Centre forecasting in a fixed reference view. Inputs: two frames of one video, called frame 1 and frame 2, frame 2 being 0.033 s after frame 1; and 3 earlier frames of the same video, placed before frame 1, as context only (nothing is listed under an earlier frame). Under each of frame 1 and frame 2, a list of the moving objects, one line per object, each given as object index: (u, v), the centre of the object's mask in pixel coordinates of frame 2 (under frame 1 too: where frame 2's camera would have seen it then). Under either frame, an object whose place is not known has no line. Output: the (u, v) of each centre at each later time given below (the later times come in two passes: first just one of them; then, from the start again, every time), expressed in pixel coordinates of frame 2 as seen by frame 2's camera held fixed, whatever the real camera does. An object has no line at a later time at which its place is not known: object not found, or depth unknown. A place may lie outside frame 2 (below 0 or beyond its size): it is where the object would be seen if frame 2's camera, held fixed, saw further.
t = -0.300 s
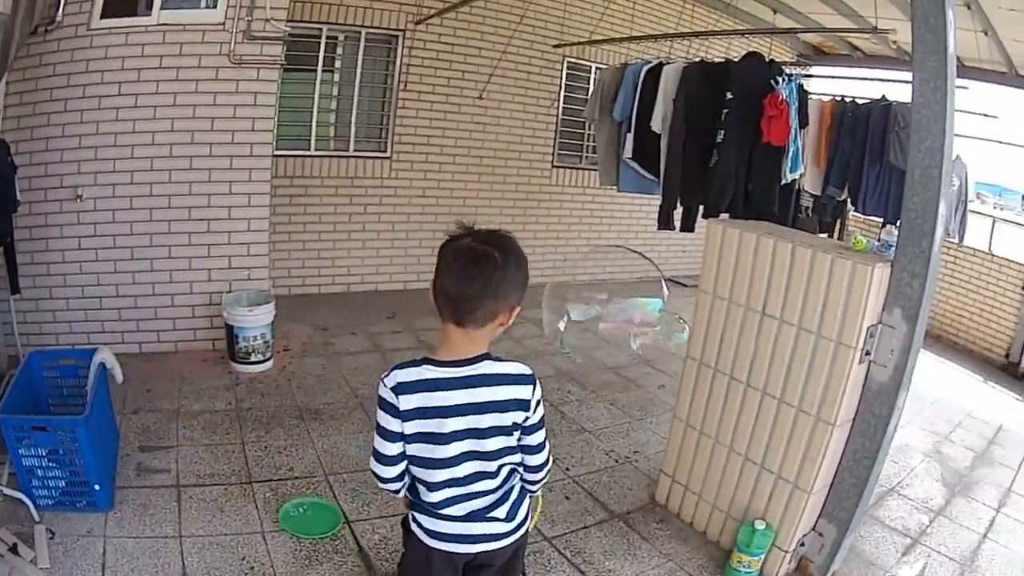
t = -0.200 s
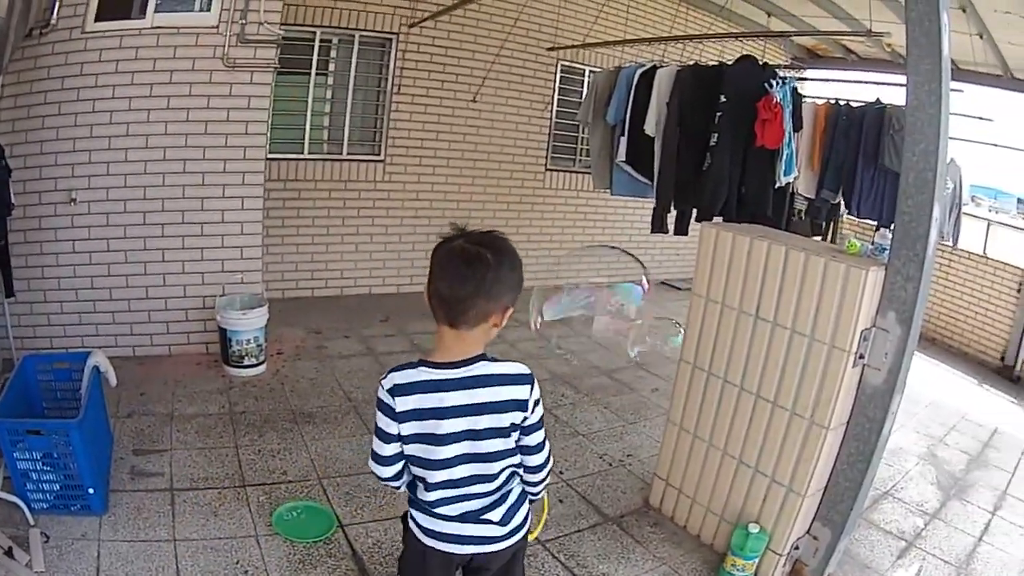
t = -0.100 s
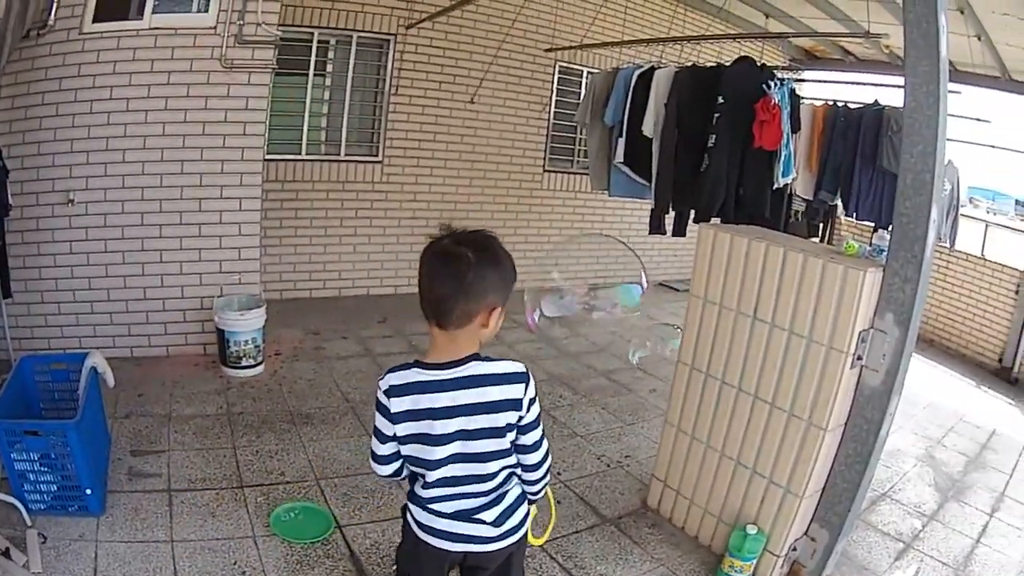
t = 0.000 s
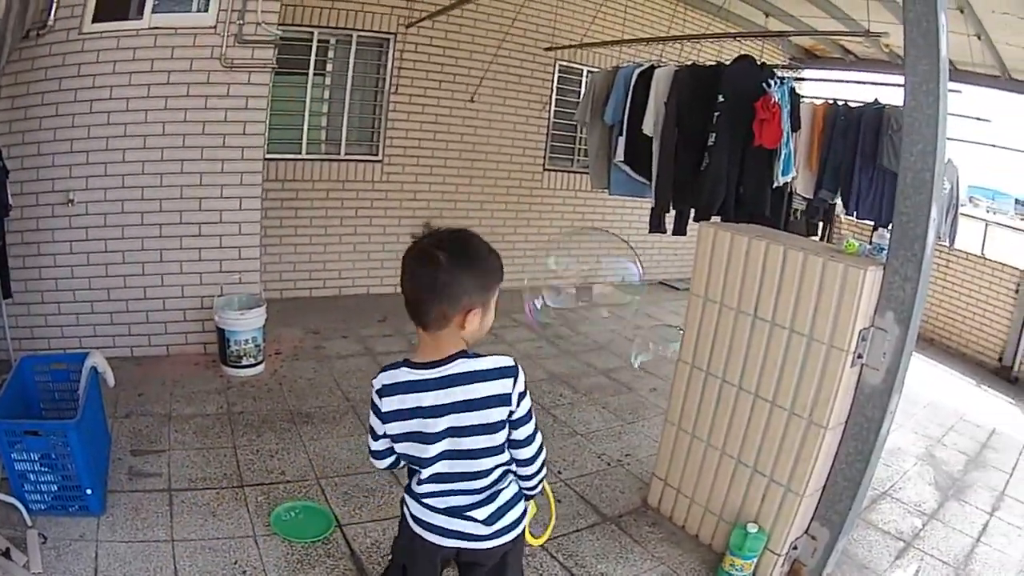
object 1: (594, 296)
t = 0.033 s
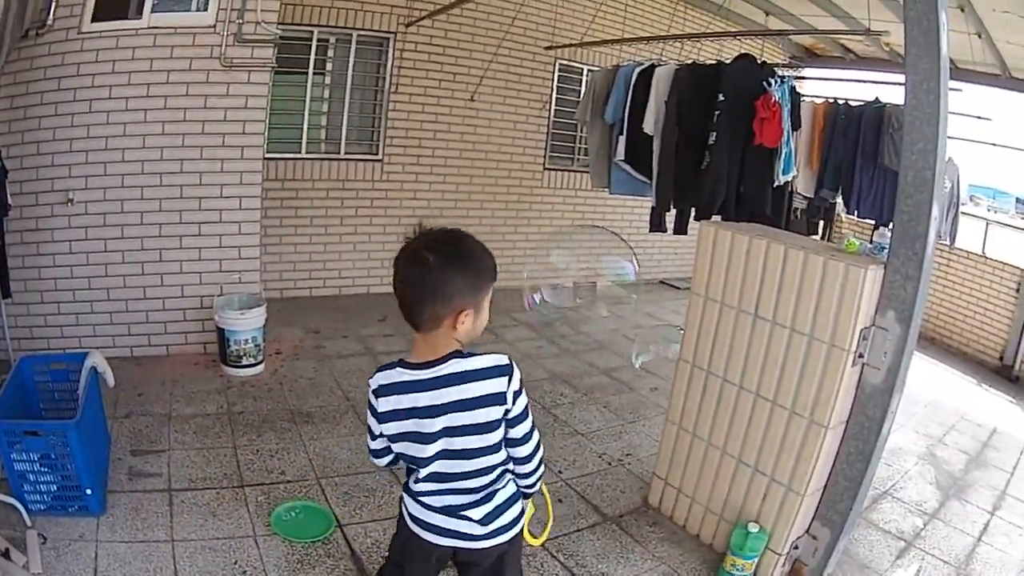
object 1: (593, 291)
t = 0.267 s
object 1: (590, 281)
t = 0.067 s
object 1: (593, 290)
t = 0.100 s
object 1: (580, 279)
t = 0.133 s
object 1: (580, 278)
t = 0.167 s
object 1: (591, 289)
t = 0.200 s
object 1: (579, 276)
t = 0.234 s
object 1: (591, 280)
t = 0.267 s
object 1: (590, 281)
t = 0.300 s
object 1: (591, 281)
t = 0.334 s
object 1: (591, 283)
